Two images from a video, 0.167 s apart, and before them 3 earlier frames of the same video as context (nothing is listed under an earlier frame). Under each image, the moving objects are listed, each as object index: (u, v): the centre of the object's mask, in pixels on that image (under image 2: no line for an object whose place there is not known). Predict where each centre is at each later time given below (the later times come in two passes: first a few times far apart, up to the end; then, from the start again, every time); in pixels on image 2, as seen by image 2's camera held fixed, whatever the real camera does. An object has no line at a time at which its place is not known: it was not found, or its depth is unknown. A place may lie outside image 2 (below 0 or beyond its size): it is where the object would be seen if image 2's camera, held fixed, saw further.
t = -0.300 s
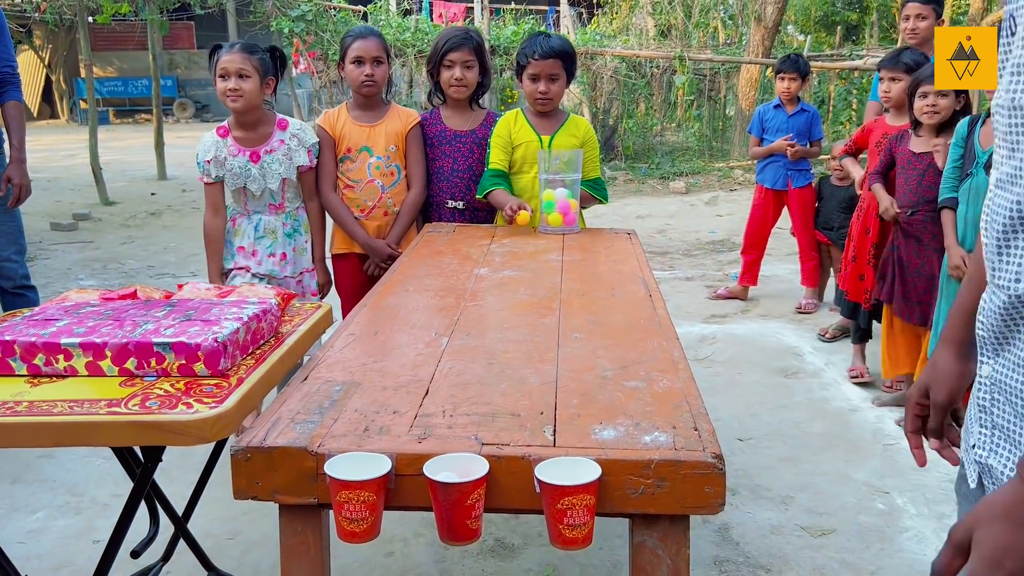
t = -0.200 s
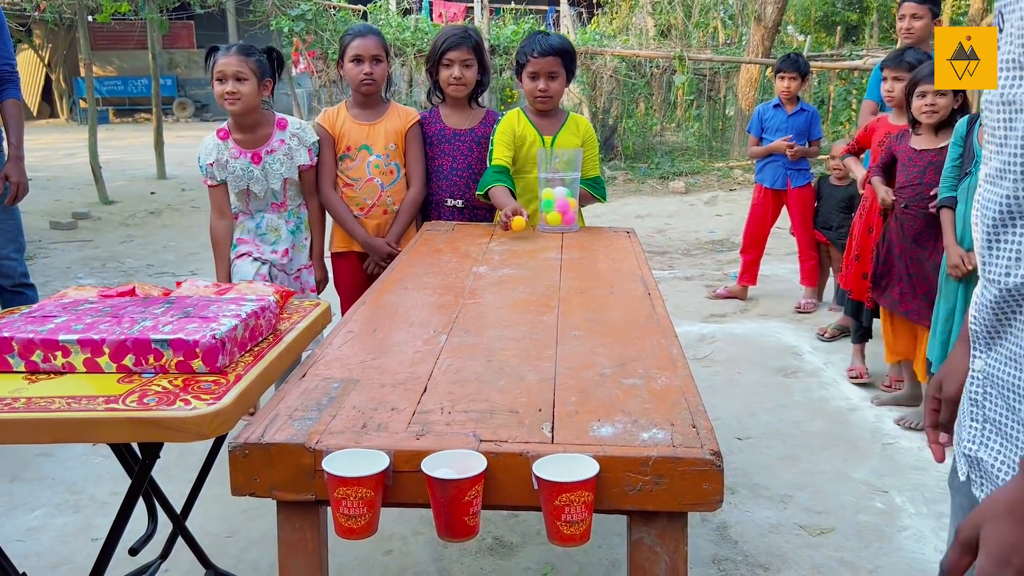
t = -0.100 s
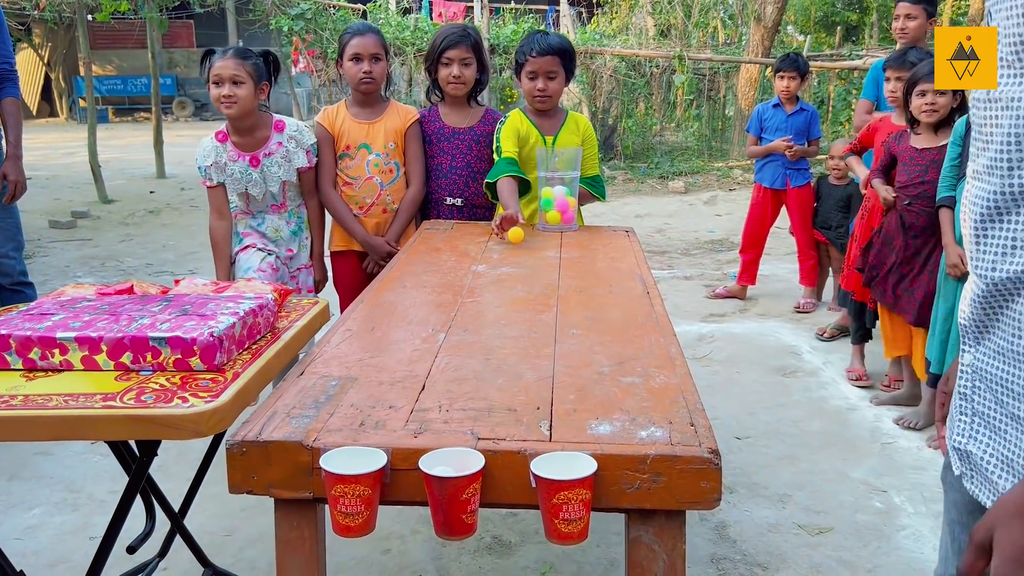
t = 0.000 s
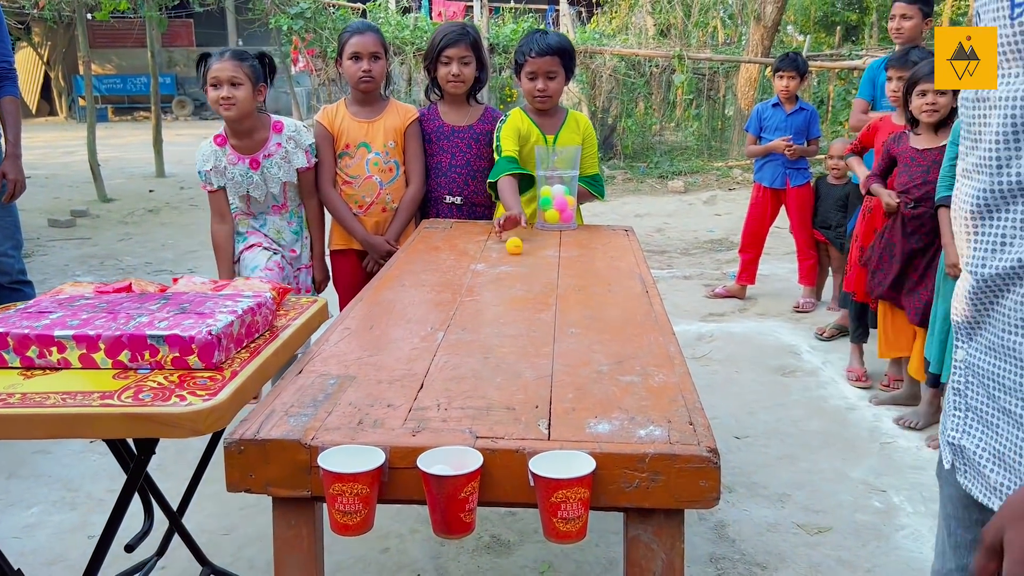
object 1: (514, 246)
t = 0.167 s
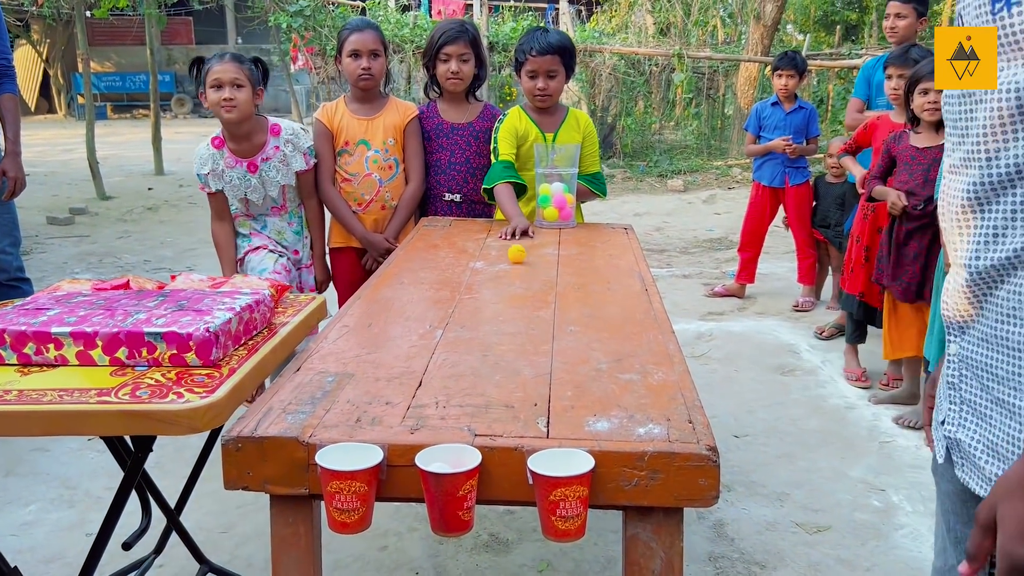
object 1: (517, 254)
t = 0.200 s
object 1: (518, 257)
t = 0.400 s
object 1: (527, 273)
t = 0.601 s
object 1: (542, 290)
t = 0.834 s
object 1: (567, 315)
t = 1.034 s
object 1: (594, 337)
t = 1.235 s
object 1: (629, 366)
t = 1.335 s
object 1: (652, 383)
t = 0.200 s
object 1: (518, 257)
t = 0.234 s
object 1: (519, 259)
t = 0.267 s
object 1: (521, 262)
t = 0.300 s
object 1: (521, 264)
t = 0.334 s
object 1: (523, 267)
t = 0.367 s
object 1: (525, 270)
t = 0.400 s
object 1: (527, 273)
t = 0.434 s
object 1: (529, 275)
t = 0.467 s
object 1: (531, 278)
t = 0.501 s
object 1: (534, 281)
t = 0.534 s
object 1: (536, 284)
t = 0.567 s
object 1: (539, 287)
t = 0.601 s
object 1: (542, 290)
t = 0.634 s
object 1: (545, 293)
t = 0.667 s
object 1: (548, 297)
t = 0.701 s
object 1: (551, 300)
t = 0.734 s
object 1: (555, 303)
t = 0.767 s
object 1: (558, 308)
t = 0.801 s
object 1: (563, 311)
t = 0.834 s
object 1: (567, 315)
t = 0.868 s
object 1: (571, 317)
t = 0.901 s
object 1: (575, 319)
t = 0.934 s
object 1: (579, 325)
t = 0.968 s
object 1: (584, 328)
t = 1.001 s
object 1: (588, 332)
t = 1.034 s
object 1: (594, 337)
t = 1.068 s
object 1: (598, 341)
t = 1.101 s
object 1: (604, 346)
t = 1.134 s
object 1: (609, 351)
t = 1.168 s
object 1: (616, 355)
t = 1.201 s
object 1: (622, 361)
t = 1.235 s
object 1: (629, 366)
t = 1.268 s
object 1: (636, 371)
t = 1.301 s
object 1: (644, 377)
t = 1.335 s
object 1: (652, 383)
